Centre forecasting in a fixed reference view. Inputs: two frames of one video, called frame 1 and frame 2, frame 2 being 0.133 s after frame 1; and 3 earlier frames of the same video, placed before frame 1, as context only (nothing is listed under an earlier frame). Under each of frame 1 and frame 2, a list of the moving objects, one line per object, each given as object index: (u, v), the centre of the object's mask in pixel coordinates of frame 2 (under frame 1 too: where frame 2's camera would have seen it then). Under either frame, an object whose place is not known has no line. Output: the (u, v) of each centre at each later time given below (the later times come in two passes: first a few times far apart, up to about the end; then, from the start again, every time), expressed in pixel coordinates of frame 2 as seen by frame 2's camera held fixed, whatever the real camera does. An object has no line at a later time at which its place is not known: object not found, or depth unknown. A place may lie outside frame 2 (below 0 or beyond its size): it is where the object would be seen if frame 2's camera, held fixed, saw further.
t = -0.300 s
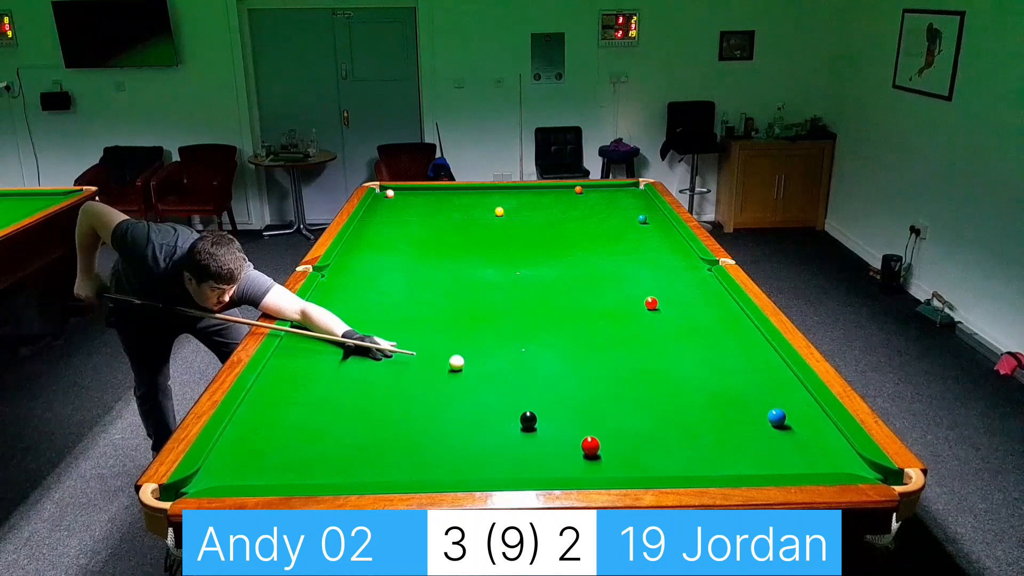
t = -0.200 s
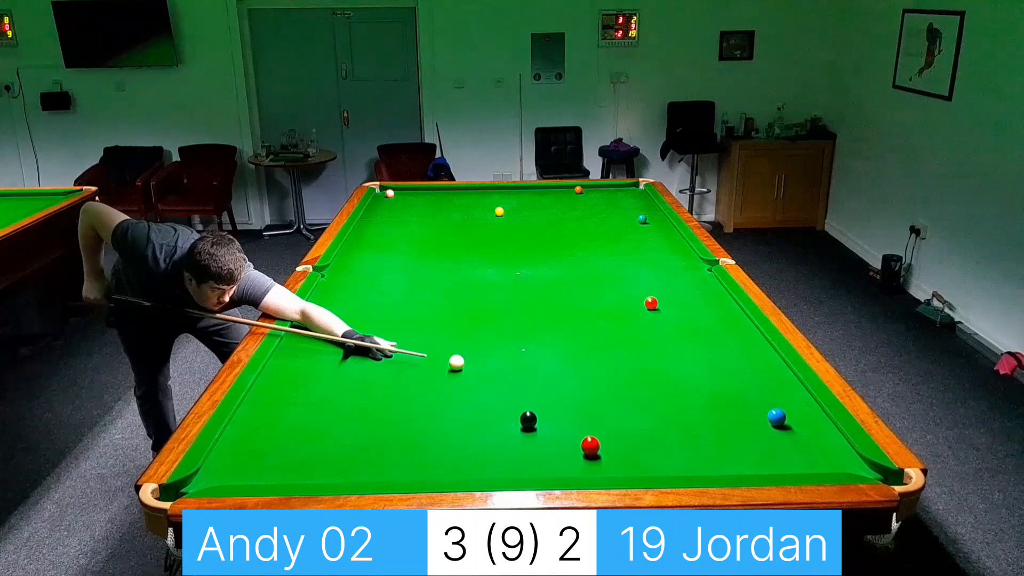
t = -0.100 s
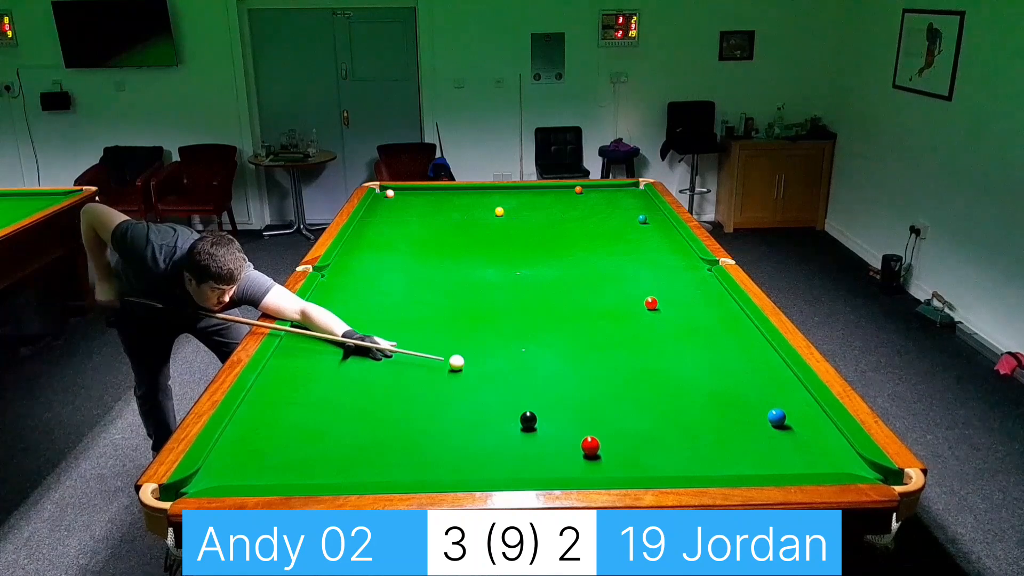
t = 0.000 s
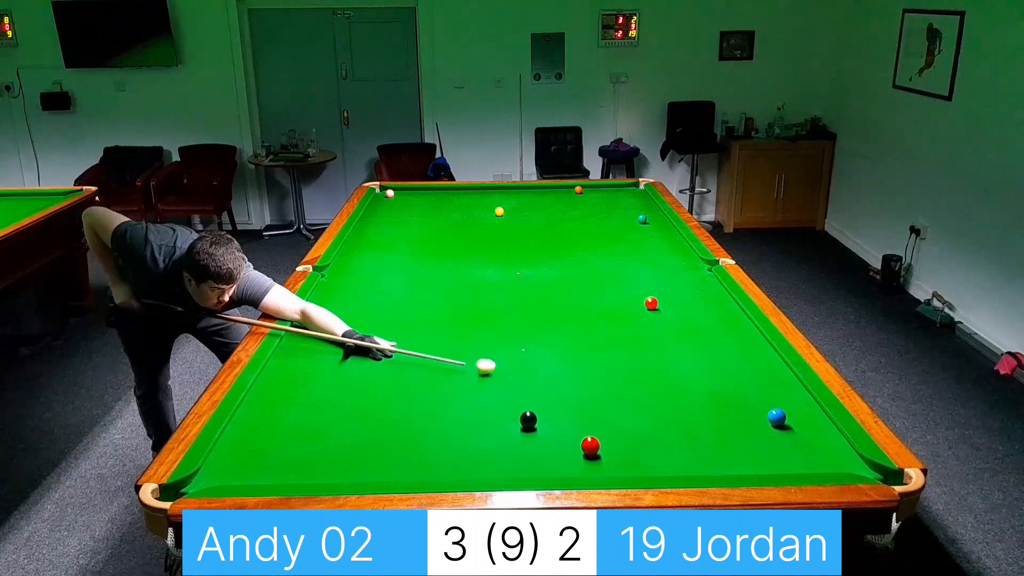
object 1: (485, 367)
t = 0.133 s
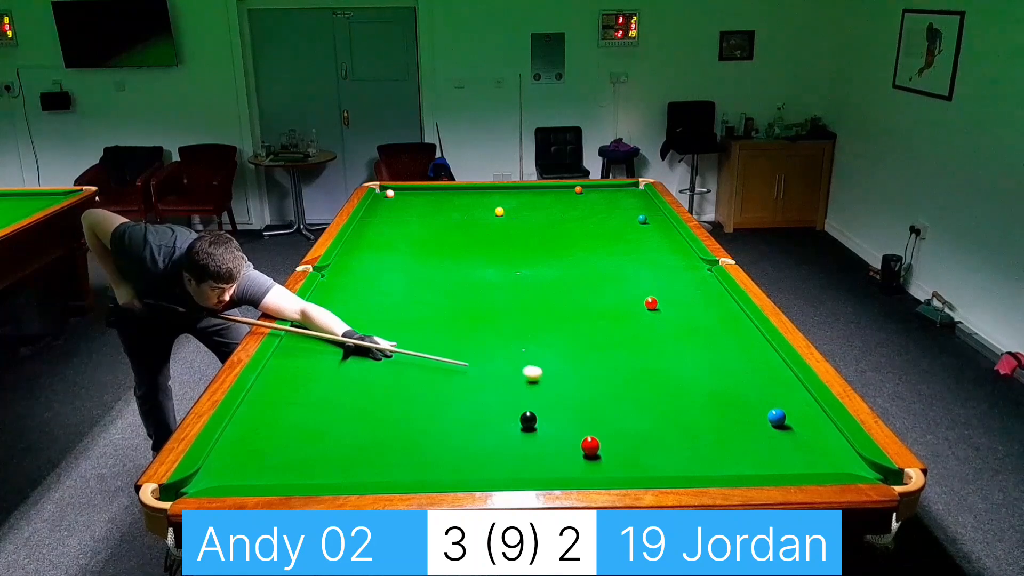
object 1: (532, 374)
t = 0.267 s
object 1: (578, 381)
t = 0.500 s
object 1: (661, 394)
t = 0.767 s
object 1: (761, 408)
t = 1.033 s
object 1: (795, 404)
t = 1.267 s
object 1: (754, 403)
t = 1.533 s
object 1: (710, 402)
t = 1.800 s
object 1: (669, 400)
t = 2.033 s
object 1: (635, 398)
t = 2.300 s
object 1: (599, 397)
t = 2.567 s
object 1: (565, 396)
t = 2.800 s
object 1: (538, 395)
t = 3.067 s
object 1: (509, 394)
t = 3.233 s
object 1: (491, 393)
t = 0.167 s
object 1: (544, 376)
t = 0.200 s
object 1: (555, 377)
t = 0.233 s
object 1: (566, 379)
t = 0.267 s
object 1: (578, 381)
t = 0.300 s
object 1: (589, 383)
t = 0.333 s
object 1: (601, 385)
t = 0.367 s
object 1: (613, 386)
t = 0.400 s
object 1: (624, 388)
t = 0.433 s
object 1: (637, 390)
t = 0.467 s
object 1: (649, 392)
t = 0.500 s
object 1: (661, 394)
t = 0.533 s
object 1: (673, 396)
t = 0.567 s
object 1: (686, 397)
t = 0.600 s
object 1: (698, 399)
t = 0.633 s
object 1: (711, 401)
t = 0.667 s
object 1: (724, 403)
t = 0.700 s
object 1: (736, 405)
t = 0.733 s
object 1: (749, 406)
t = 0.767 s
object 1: (761, 408)
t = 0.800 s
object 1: (770, 407)
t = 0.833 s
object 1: (778, 406)
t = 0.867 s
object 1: (787, 406)
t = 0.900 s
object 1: (796, 405)
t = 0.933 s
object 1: (805, 405)
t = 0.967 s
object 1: (809, 405)
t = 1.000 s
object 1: (802, 404)
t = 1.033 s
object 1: (795, 404)
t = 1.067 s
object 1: (789, 404)
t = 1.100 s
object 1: (783, 404)
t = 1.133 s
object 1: (777, 404)
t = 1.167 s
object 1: (772, 404)
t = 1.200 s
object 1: (766, 404)
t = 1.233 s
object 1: (760, 403)
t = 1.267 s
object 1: (754, 403)
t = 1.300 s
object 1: (749, 403)
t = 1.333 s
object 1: (743, 403)
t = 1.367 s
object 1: (737, 403)
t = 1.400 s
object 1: (732, 402)
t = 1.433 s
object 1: (727, 402)
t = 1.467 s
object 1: (721, 402)
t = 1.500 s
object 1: (716, 402)
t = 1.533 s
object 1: (710, 402)
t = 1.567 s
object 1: (705, 401)
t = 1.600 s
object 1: (700, 401)
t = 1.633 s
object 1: (695, 401)
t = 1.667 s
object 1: (689, 401)
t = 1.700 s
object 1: (684, 401)
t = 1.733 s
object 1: (679, 401)
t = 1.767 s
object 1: (674, 400)
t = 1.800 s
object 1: (669, 400)
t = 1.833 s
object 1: (664, 400)
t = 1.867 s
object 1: (659, 400)
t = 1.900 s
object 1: (654, 400)
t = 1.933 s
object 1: (650, 399)
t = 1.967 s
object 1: (645, 399)
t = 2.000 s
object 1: (640, 399)
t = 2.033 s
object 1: (635, 398)
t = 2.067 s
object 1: (630, 398)
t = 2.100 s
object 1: (626, 398)
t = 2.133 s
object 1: (621, 398)
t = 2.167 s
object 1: (617, 398)
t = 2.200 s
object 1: (612, 397)
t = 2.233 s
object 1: (608, 397)
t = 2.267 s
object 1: (603, 397)
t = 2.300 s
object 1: (599, 397)
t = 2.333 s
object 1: (595, 397)
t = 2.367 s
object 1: (590, 396)
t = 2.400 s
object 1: (586, 396)
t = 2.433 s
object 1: (582, 396)
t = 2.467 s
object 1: (577, 396)
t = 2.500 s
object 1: (573, 396)
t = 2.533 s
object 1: (569, 396)
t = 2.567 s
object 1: (565, 396)
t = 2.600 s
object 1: (561, 396)
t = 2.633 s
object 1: (557, 396)
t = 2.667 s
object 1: (553, 396)
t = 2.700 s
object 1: (549, 396)
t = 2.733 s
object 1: (546, 395)
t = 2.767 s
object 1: (542, 395)
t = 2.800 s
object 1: (538, 395)
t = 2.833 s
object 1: (534, 395)
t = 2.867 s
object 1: (530, 395)
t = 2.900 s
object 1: (527, 395)
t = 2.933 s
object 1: (523, 395)
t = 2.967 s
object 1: (519, 394)
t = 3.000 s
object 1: (516, 394)
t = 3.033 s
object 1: (512, 394)
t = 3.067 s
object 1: (509, 394)
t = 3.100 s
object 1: (505, 394)
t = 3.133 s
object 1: (502, 394)
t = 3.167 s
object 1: (498, 394)
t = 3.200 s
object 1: (495, 394)
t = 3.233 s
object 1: (491, 393)
